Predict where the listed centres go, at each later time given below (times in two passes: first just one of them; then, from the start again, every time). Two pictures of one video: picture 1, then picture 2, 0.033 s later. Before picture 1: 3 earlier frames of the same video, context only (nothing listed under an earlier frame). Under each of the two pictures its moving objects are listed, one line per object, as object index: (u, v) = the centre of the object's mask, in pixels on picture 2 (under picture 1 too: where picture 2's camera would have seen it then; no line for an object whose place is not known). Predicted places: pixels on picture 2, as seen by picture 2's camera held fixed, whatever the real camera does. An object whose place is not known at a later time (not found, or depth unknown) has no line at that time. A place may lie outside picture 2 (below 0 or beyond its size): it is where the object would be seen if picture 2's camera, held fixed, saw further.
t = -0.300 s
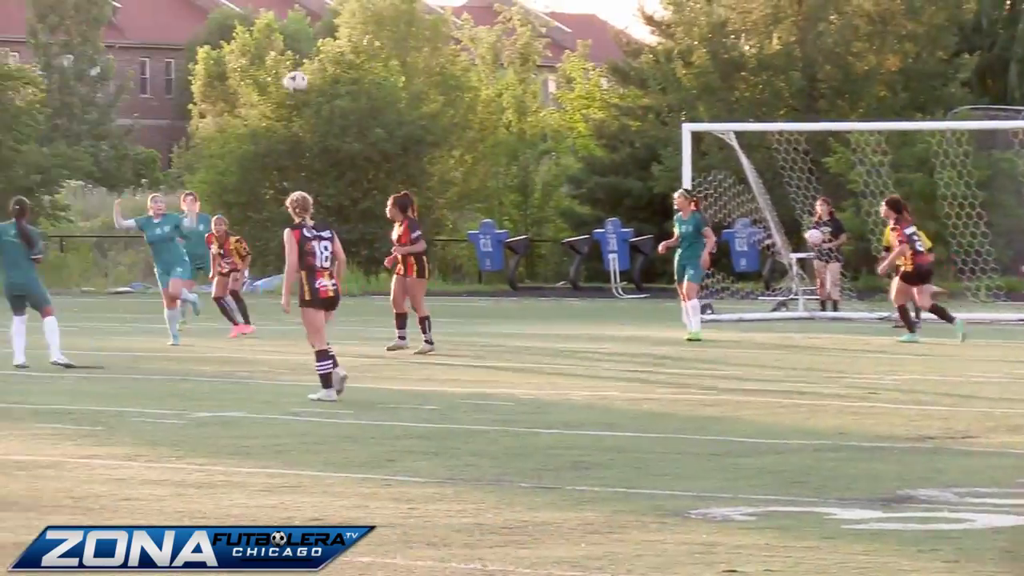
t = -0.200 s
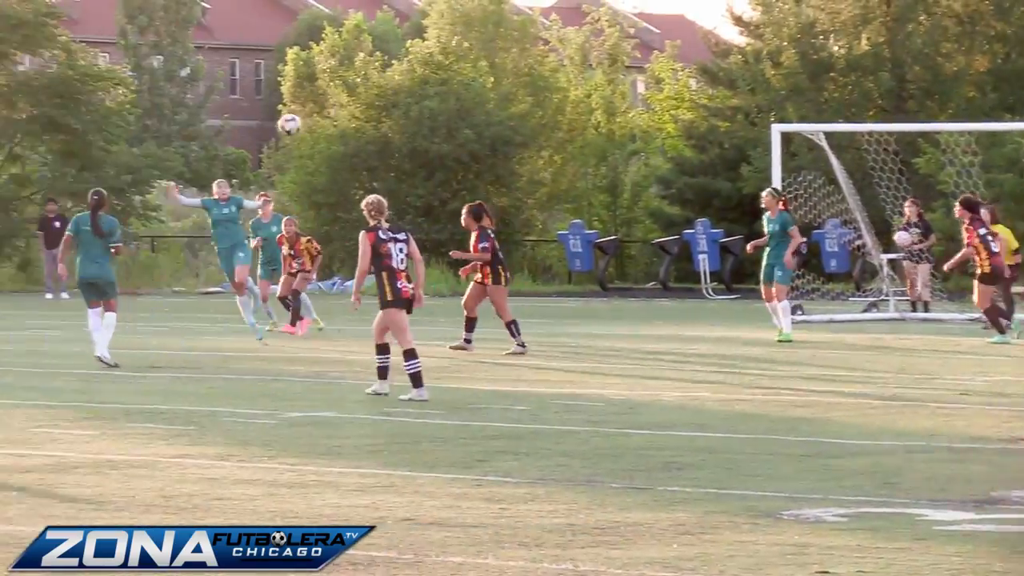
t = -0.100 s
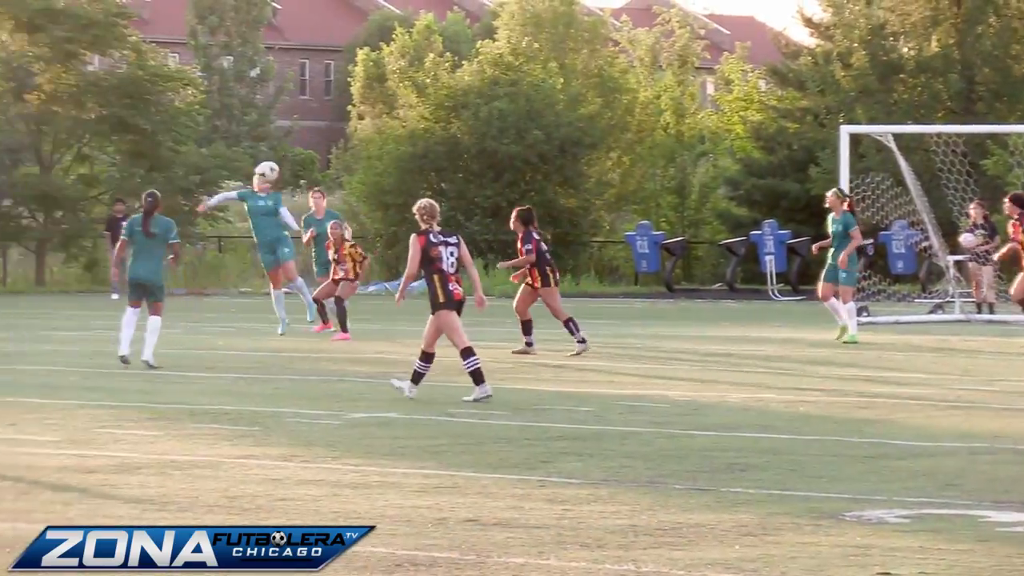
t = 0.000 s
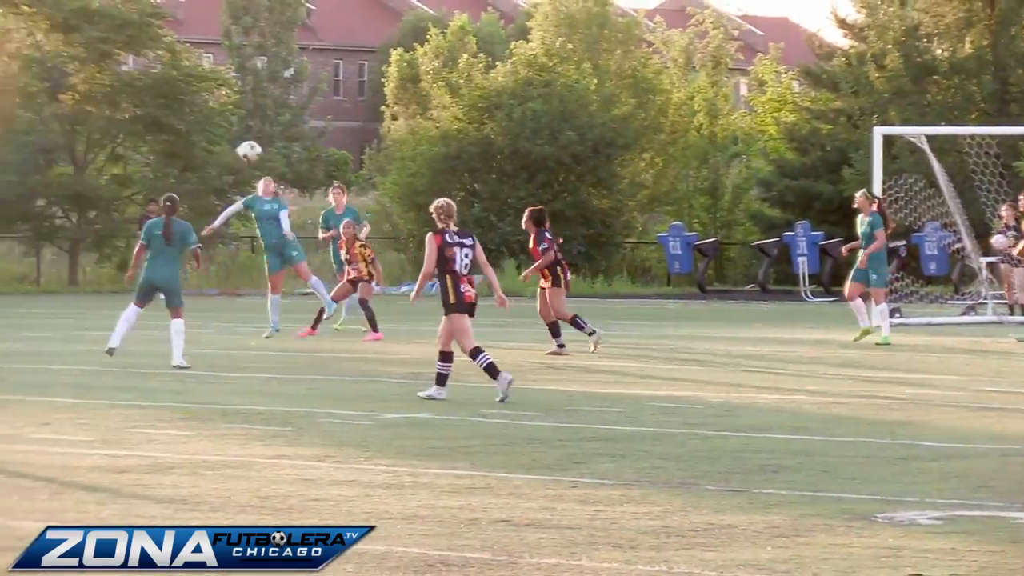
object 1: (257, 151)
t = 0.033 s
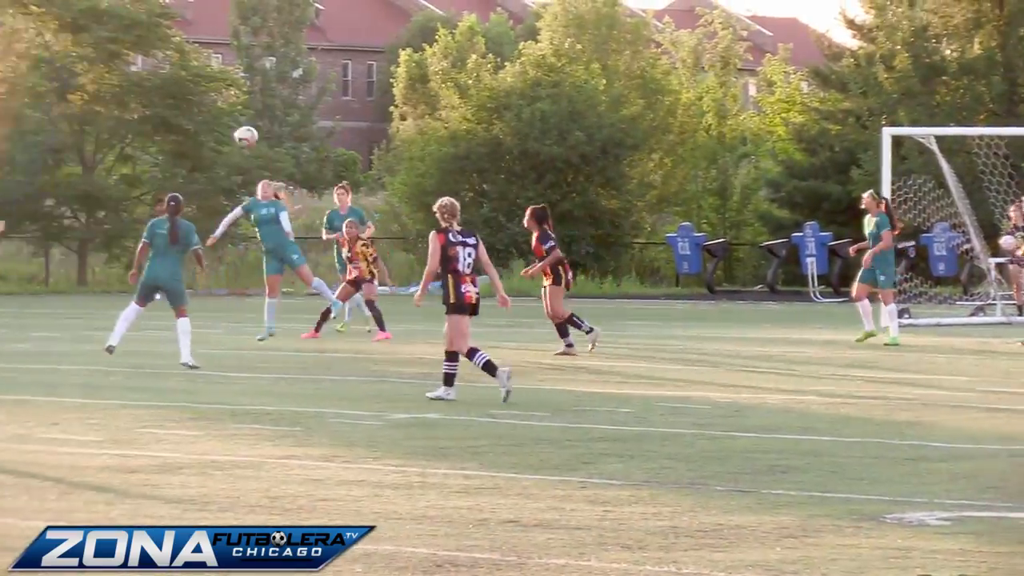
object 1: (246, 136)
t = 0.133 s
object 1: (208, 97)
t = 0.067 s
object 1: (234, 122)
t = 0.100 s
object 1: (221, 108)
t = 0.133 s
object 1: (208, 97)
